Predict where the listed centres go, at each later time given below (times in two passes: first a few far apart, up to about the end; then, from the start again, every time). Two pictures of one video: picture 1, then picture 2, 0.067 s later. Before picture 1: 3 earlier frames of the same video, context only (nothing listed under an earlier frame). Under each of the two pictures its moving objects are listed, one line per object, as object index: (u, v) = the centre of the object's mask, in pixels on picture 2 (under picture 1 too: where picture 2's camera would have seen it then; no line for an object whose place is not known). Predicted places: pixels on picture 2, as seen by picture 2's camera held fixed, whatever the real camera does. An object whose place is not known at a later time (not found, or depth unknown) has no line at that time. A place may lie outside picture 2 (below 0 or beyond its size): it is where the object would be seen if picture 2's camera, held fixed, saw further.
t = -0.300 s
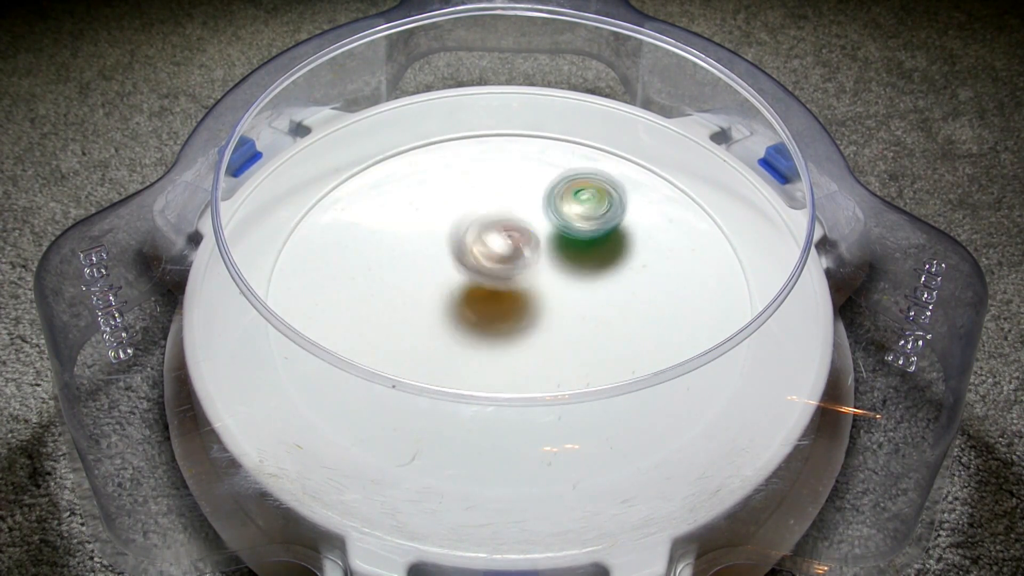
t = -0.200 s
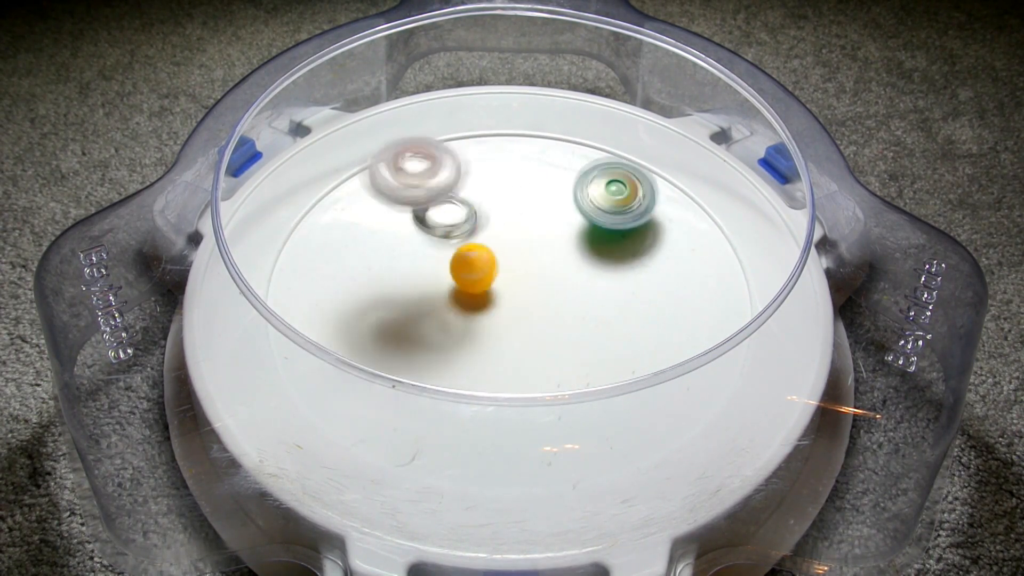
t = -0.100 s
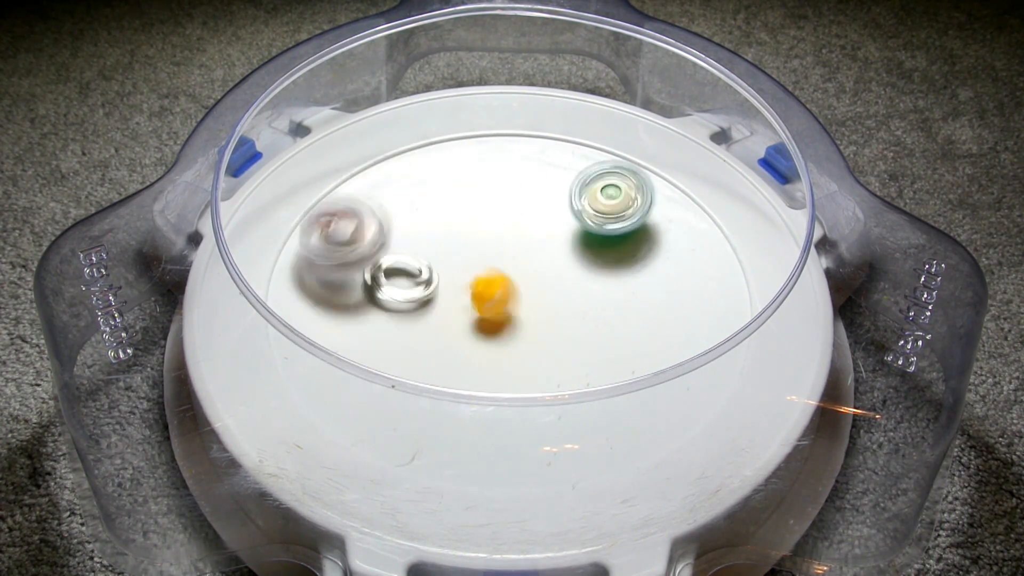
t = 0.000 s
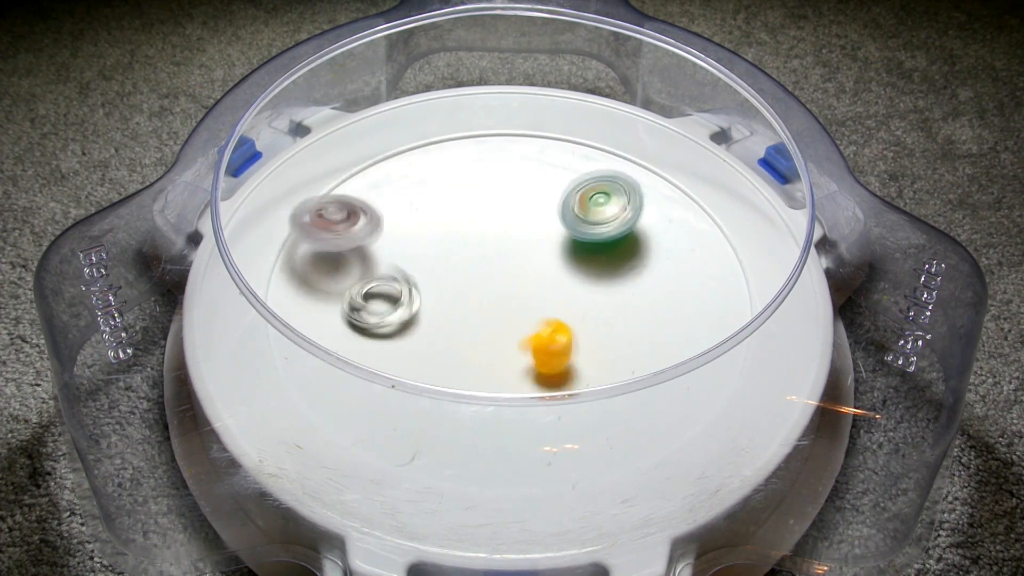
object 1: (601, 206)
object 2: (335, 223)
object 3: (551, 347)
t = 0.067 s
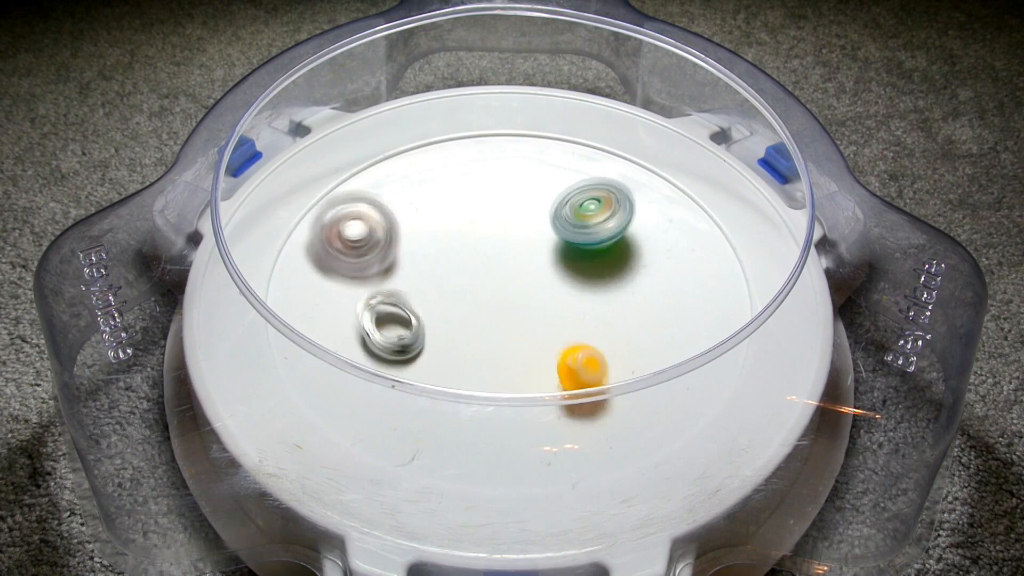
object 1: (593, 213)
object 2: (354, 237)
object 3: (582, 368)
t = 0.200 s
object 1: (568, 232)
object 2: (451, 260)
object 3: (601, 381)
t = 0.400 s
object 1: (557, 260)
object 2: (369, 270)
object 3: (576, 341)
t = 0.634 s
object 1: (512, 260)
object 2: (355, 300)
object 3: (576, 363)
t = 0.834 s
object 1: (480, 248)
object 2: (419, 307)
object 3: (553, 350)
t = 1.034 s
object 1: (470, 234)
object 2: (420, 307)
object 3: (540, 351)
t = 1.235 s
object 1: (480, 233)
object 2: (420, 307)
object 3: (540, 350)
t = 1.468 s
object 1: (493, 254)
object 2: (420, 307)
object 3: (540, 350)
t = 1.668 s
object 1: (518, 246)
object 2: (421, 307)
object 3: (543, 376)
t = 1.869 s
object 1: (504, 249)
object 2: (419, 306)
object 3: (533, 360)
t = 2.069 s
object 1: (488, 250)
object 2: (417, 306)
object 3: (551, 335)
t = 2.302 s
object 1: (479, 253)
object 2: (416, 307)
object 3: (550, 333)
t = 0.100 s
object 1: (588, 218)
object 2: (373, 244)
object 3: (593, 371)
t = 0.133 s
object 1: (582, 223)
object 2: (396, 254)
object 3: (600, 380)
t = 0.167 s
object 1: (576, 228)
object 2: (422, 255)
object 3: (602, 384)
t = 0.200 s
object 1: (568, 232)
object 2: (451, 260)
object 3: (601, 381)
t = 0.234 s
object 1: (560, 237)
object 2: (478, 269)
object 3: (596, 372)
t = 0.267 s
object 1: (557, 242)
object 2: (483, 273)
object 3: (593, 369)
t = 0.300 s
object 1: (562, 247)
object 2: (450, 265)
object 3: (587, 365)
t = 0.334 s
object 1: (564, 252)
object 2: (424, 269)
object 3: (580, 358)
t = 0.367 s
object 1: (561, 256)
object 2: (395, 272)
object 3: (573, 348)
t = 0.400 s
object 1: (557, 260)
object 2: (369, 270)
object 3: (576, 341)
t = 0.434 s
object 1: (551, 262)
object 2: (351, 277)
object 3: (581, 342)
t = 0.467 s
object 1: (544, 263)
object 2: (338, 279)
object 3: (585, 337)
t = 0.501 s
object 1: (539, 261)
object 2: (332, 280)
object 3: (582, 333)
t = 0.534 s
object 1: (533, 261)
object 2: (331, 282)
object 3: (581, 338)
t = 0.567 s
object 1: (525, 261)
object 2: (335, 291)
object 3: (581, 349)
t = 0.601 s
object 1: (518, 261)
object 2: (343, 296)
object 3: (580, 359)
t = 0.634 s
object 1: (512, 260)
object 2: (355, 300)
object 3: (576, 363)
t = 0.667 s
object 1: (505, 259)
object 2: (367, 303)
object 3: (572, 365)
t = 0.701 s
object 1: (499, 258)
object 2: (383, 306)
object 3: (568, 365)
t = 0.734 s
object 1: (494, 256)
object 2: (396, 307)
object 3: (566, 362)
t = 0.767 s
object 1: (489, 252)
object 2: (407, 307)
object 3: (561, 359)
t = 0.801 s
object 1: (484, 250)
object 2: (414, 307)
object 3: (556, 355)
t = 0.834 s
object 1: (480, 248)
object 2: (419, 307)
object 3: (553, 350)
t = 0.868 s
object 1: (477, 245)
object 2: (420, 307)
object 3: (549, 345)
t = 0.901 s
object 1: (475, 242)
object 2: (420, 307)
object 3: (546, 349)
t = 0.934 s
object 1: (473, 240)
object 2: (419, 307)
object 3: (544, 351)
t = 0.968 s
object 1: (472, 238)
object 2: (420, 307)
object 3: (543, 350)
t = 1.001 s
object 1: (471, 235)
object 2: (420, 307)
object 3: (541, 351)
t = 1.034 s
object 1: (470, 234)
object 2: (420, 307)
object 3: (540, 351)
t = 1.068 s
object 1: (471, 233)
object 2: (420, 307)
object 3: (540, 349)
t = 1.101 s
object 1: (472, 232)
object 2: (420, 307)
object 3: (540, 349)
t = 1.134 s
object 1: (473, 231)
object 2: (420, 307)
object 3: (540, 350)
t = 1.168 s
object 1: (476, 232)
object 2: (420, 307)
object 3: (540, 349)
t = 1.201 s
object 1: (478, 232)
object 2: (420, 307)
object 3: (540, 349)
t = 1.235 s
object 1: (480, 233)
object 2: (420, 307)
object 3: (540, 350)
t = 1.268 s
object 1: (482, 236)
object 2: (420, 307)
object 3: (540, 349)
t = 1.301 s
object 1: (484, 237)
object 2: (420, 307)
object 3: (540, 349)
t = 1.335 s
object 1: (486, 239)
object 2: (419, 307)
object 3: (540, 350)
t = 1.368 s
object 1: (489, 243)
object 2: (420, 307)
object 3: (540, 350)
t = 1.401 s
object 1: (491, 246)
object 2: (420, 307)
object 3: (540, 350)
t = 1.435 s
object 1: (492, 249)
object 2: (419, 307)
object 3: (540, 350)
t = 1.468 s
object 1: (493, 254)
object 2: (420, 307)
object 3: (540, 350)
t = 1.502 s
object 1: (495, 258)
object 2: (419, 307)
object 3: (540, 350)
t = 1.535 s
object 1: (495, 260)
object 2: (419, 307)
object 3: (540, 351)
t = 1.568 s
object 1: (503, 255)
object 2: (421, 307)
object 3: (541, 362)
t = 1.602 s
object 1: (509, 249)
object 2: (421, 307)
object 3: (542, 369)
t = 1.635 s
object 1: (515, 246)
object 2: (421, 307)
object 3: (542, 374)
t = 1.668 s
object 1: (518, 246)
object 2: (421, 307)
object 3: (543, 376)
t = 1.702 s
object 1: (518, 246)
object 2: (419, 306)
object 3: (544, 377)
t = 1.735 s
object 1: (516, 248)
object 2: (419, 306)
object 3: (544, 375)
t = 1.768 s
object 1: (512, 248)
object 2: (419, 306)
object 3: (541, 373)
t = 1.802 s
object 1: (510, 248)
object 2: (419, 306)
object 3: (537, 369)
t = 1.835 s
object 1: (507, 249)
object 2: (419, 306)
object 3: (534, 365)
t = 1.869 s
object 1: (504, 249)
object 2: (419, 306)
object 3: (533, 360)
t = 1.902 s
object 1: (501, 249)
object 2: (418, 306)
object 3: (537, 358)
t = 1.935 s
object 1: (498, 250)
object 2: (418, 306)
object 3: (544, 352)
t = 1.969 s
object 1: (496, 250)
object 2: (417, 306)
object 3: (551, 345)
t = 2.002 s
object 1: (492, 250)
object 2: (417, 306)
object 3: (553, 341)
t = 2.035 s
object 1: (490, 250)
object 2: (417, 306)
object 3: (552, 337)
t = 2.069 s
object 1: (488, 250)
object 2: (417, 306)
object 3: (551, 335)
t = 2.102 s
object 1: (485, 250)
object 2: (417, 306)
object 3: (550, 333)
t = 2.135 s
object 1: (484, 251)
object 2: (417, 306)
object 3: (550, 333)
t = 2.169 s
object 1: (482, 251)
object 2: (417, 306)
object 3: (550, 333)
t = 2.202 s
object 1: (481, 251)
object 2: (417, 306)
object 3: (550, 333)
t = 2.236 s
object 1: (479, 251)
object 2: (417, 306)
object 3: (550, 333)
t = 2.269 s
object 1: (478, 251)
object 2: (417, 306)
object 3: (550, 333)
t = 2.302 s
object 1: (479, 253)
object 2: (416, 307)
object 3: (550, 333)
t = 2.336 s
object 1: (478, 253)
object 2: (416, 307)
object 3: (550, 333)
